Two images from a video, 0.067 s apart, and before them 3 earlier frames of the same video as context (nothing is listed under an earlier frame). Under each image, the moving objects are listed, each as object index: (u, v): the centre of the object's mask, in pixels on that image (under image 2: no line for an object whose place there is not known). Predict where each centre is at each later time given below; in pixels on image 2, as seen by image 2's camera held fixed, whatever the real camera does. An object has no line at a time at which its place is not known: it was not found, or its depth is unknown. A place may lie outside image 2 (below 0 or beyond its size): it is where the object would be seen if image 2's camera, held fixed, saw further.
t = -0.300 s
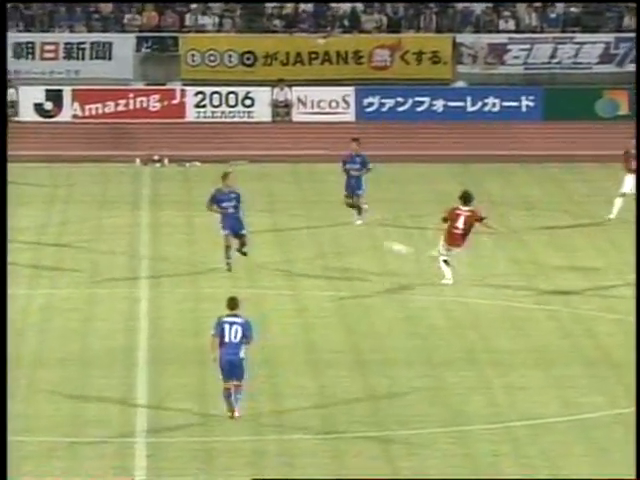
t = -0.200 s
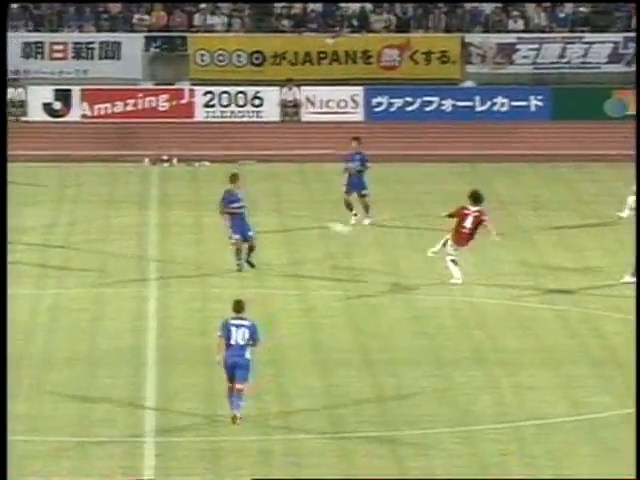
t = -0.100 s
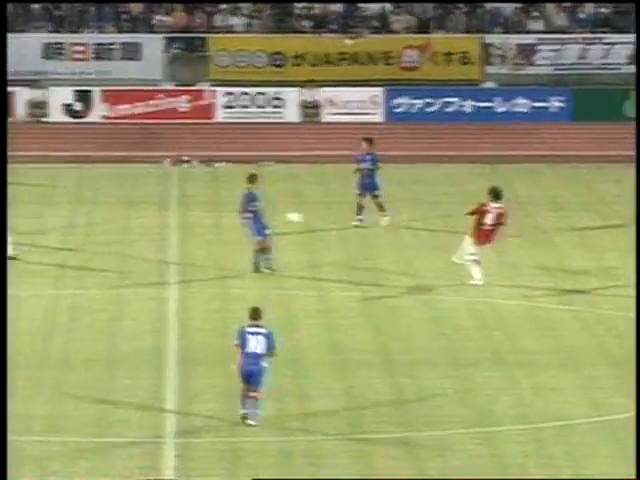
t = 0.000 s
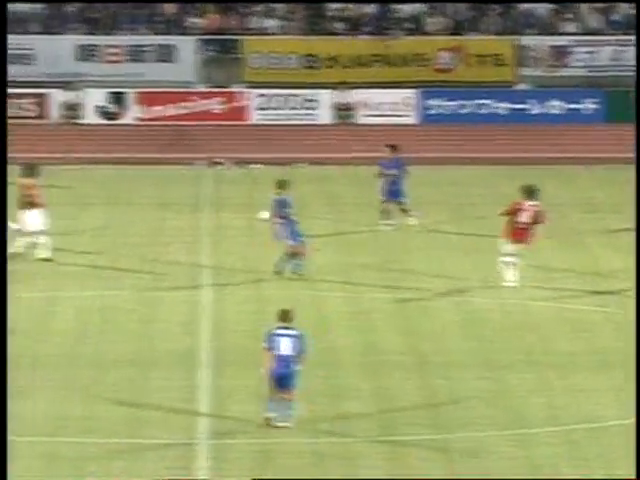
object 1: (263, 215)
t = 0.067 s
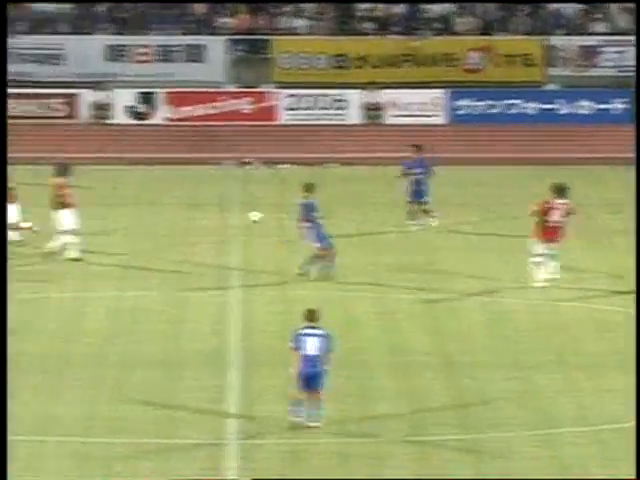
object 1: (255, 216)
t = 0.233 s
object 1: (169, 215)
